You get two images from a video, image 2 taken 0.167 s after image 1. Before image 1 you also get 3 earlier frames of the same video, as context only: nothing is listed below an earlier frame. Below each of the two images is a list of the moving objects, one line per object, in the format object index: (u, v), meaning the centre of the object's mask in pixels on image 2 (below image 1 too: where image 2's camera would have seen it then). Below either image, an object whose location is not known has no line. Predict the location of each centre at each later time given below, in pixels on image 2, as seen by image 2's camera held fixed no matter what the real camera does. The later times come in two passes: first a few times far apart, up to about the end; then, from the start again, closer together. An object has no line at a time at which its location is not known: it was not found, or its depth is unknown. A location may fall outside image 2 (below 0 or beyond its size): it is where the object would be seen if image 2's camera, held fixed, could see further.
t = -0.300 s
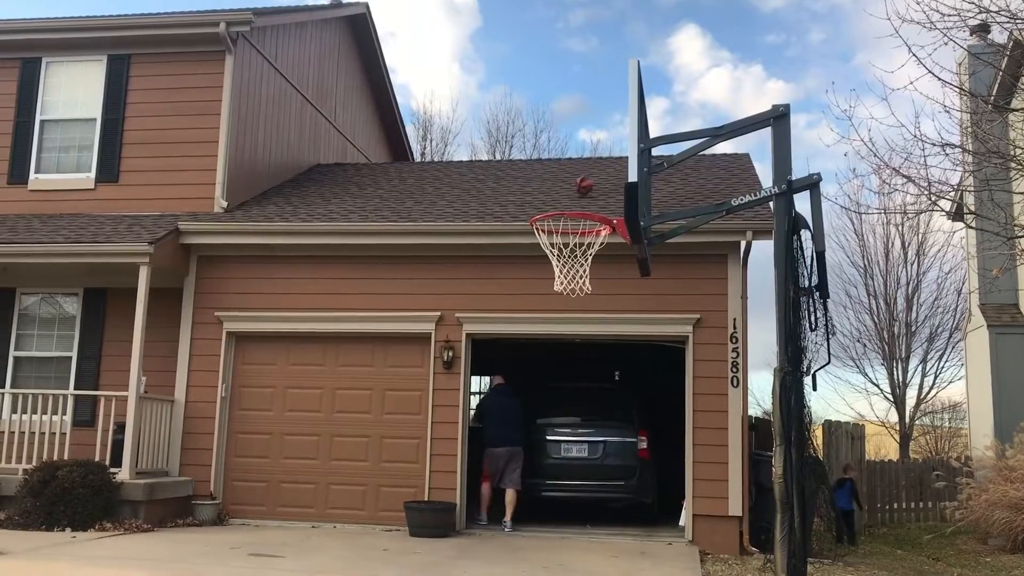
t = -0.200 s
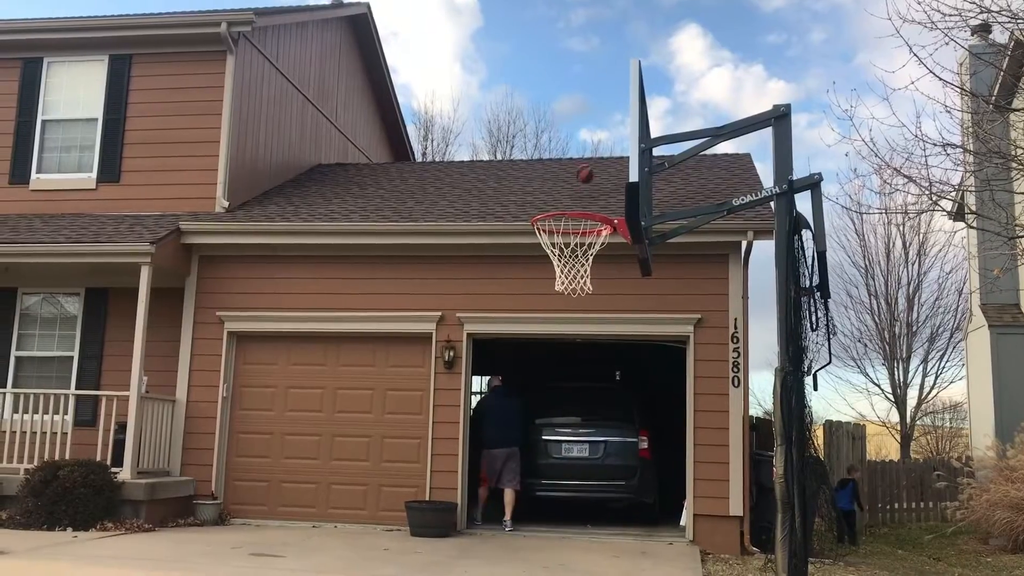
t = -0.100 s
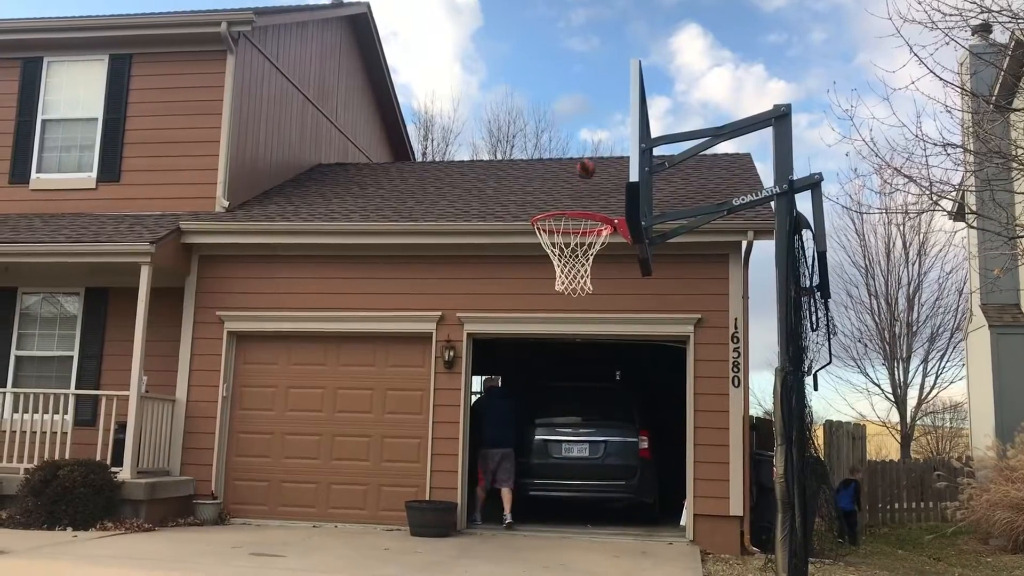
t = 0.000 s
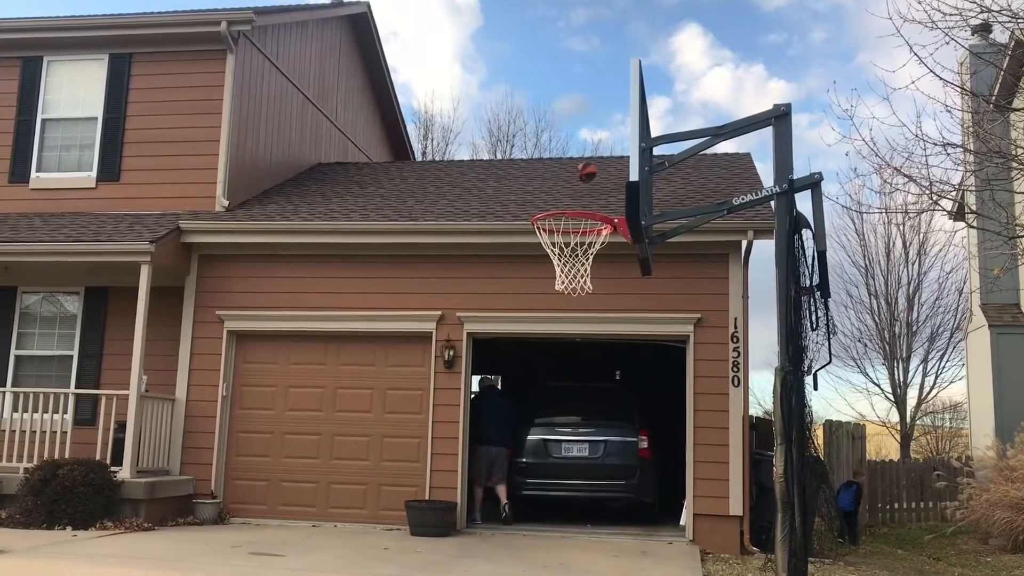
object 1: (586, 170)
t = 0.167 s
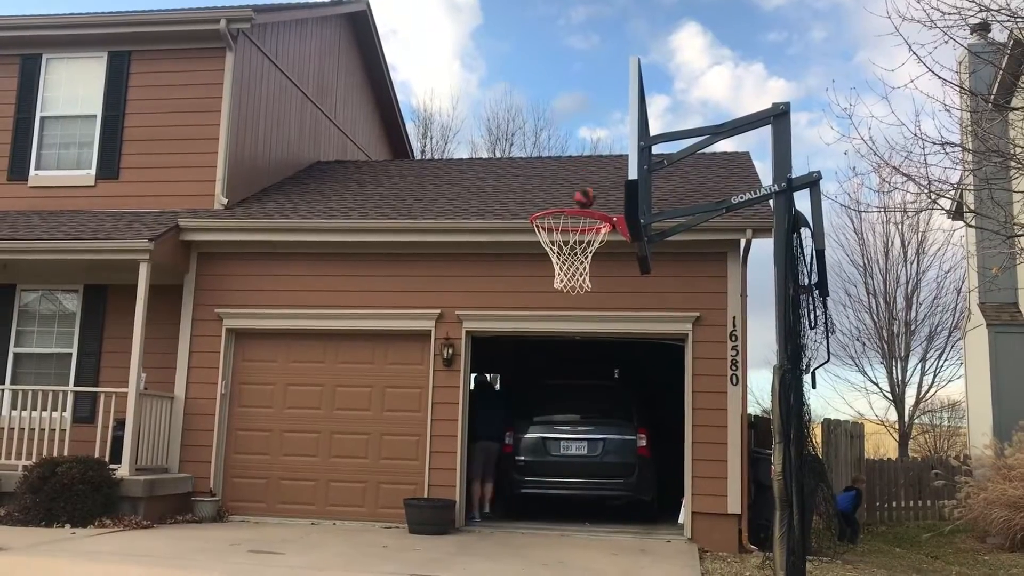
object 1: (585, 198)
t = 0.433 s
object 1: (583, 304)
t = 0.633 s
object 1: (583, 450)
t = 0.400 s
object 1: (587, 291)
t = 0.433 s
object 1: (583, 304)
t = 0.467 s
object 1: (583, 324)
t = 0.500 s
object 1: (583, 346)
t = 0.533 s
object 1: (583, 369)
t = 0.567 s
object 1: (583, 394)
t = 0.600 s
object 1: (583, 420)
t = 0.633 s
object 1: (583, 450)
